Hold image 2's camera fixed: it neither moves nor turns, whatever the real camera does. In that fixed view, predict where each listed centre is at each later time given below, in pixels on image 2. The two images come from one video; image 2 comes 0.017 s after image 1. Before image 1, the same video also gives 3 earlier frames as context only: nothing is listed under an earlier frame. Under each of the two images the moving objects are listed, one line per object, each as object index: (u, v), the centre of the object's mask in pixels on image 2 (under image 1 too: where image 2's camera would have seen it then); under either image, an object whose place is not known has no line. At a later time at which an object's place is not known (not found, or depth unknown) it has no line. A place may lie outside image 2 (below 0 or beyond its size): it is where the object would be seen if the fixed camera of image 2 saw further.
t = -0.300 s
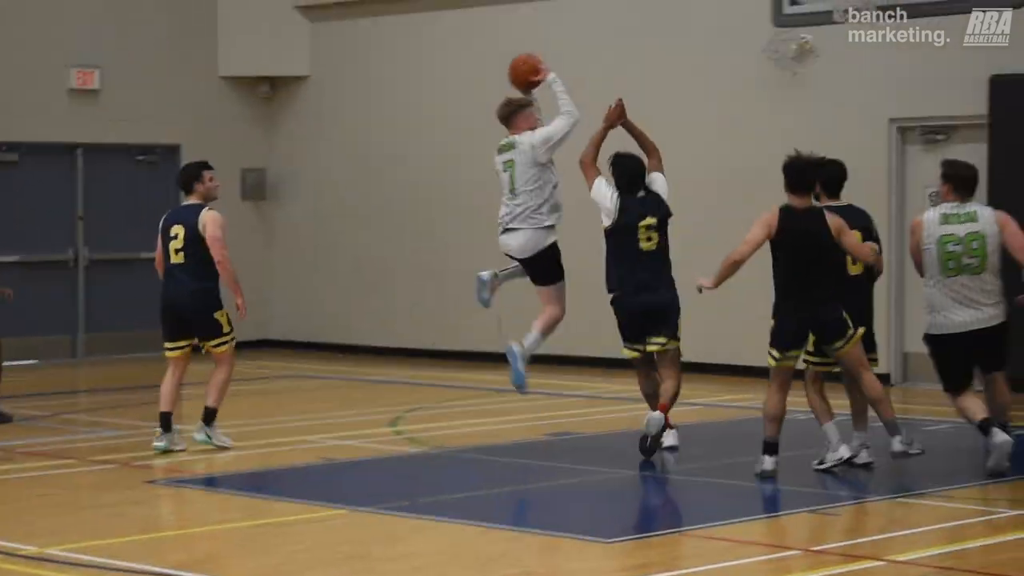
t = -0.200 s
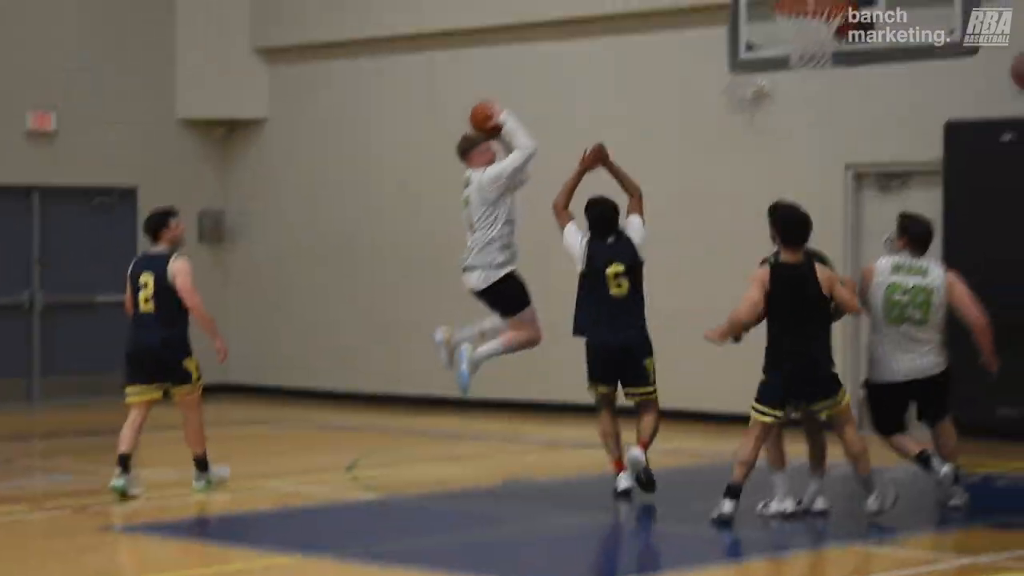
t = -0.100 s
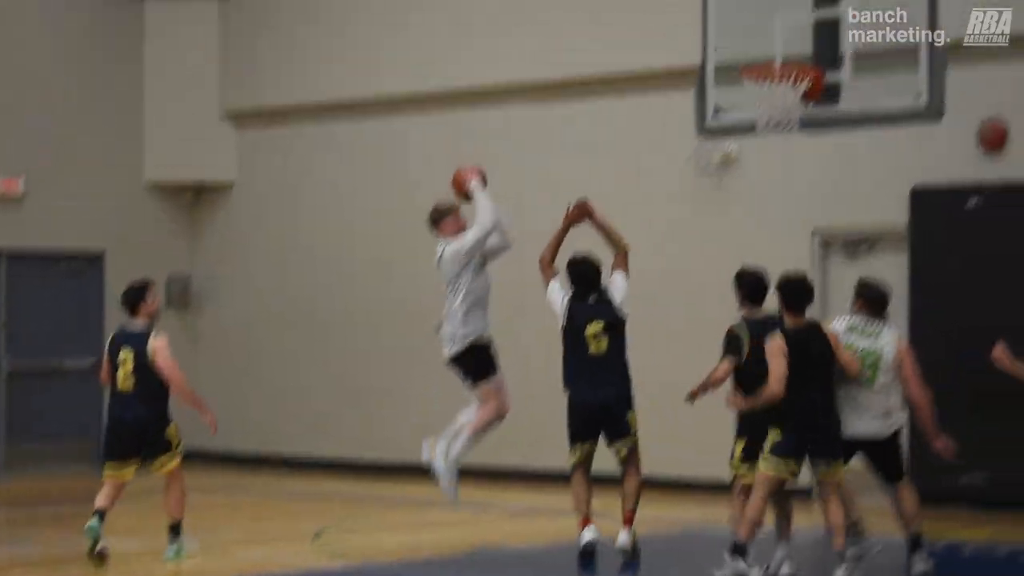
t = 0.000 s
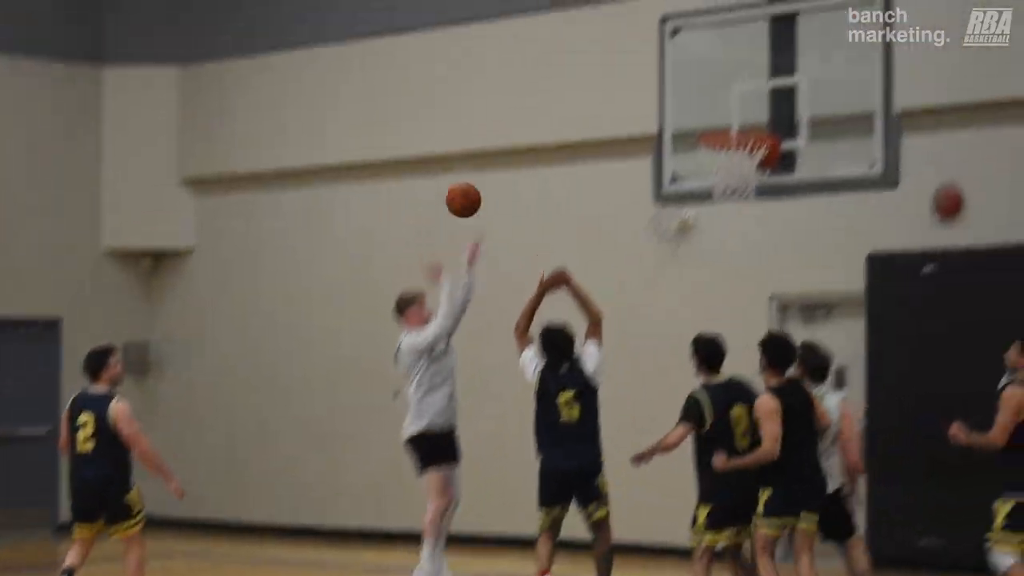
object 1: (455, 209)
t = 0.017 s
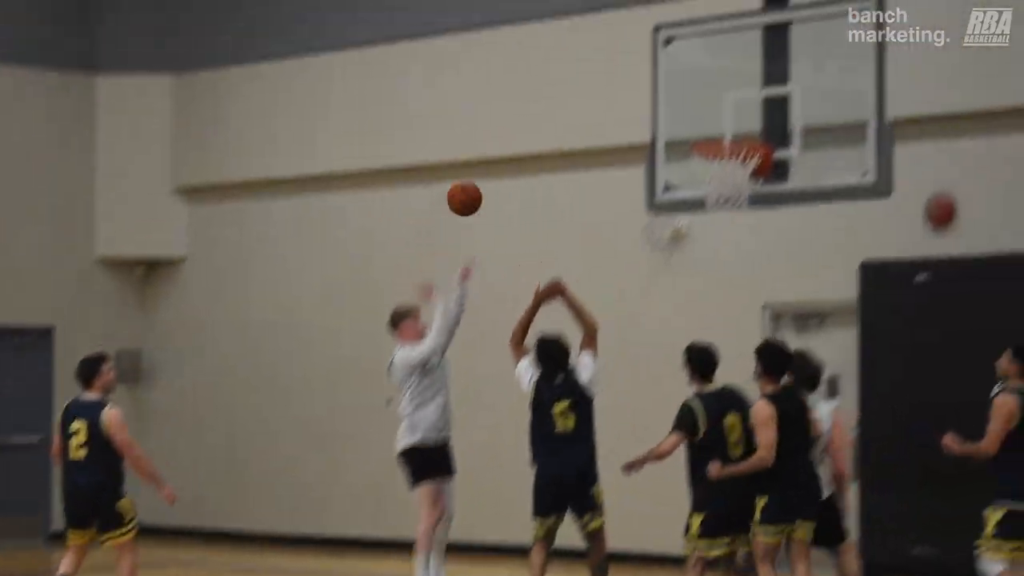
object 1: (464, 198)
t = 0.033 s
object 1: (472, 189)
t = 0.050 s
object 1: (480, 179)
